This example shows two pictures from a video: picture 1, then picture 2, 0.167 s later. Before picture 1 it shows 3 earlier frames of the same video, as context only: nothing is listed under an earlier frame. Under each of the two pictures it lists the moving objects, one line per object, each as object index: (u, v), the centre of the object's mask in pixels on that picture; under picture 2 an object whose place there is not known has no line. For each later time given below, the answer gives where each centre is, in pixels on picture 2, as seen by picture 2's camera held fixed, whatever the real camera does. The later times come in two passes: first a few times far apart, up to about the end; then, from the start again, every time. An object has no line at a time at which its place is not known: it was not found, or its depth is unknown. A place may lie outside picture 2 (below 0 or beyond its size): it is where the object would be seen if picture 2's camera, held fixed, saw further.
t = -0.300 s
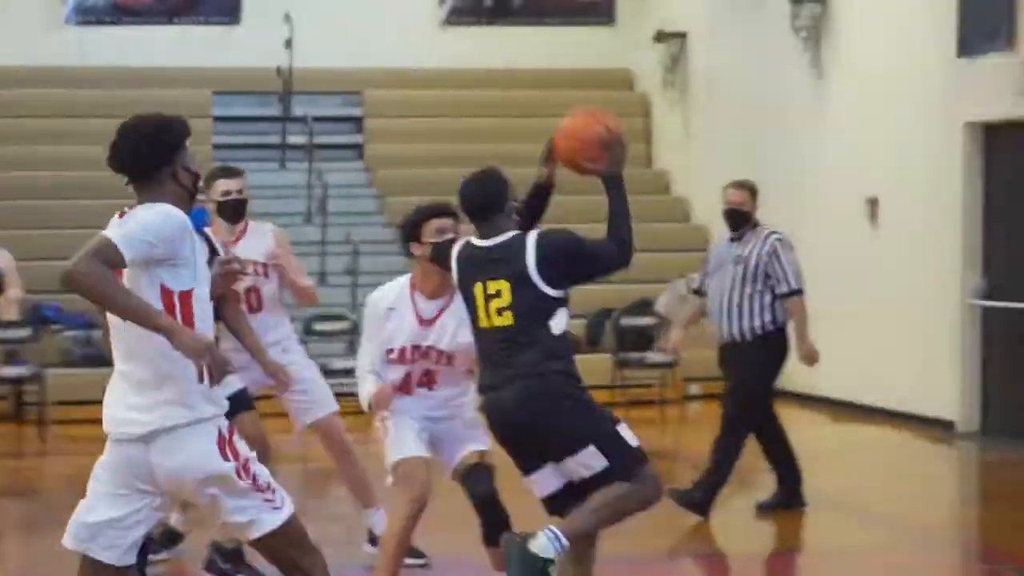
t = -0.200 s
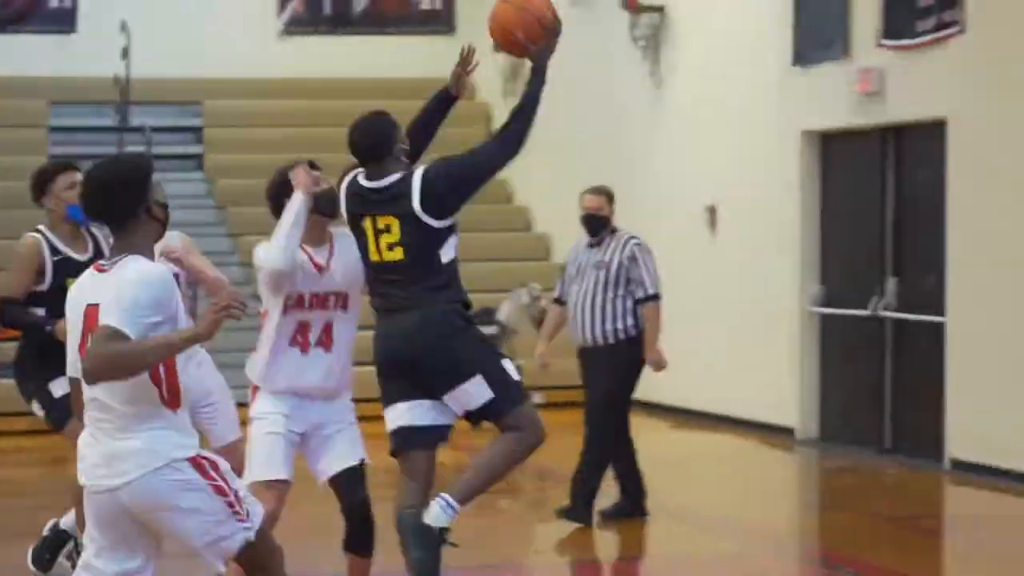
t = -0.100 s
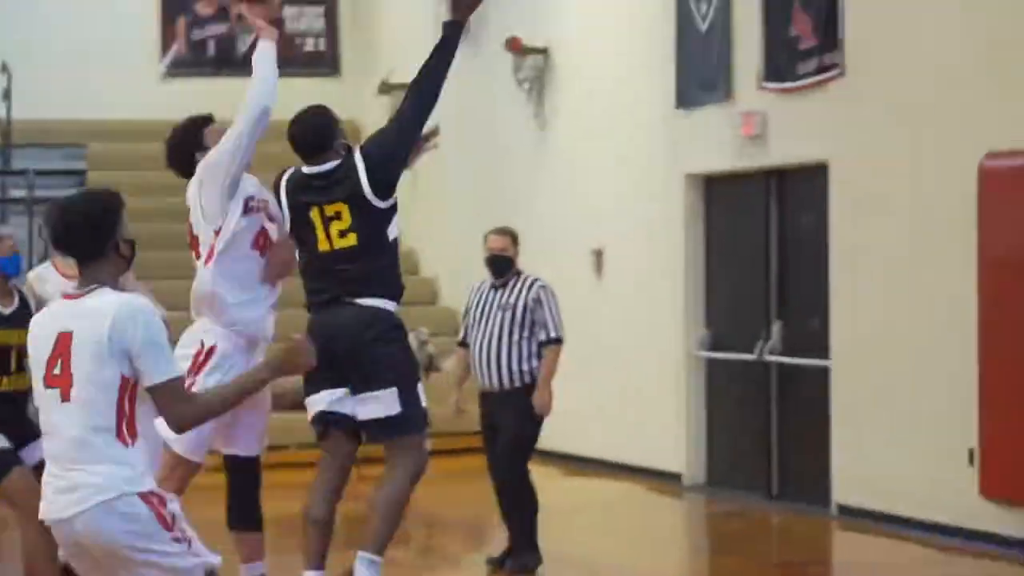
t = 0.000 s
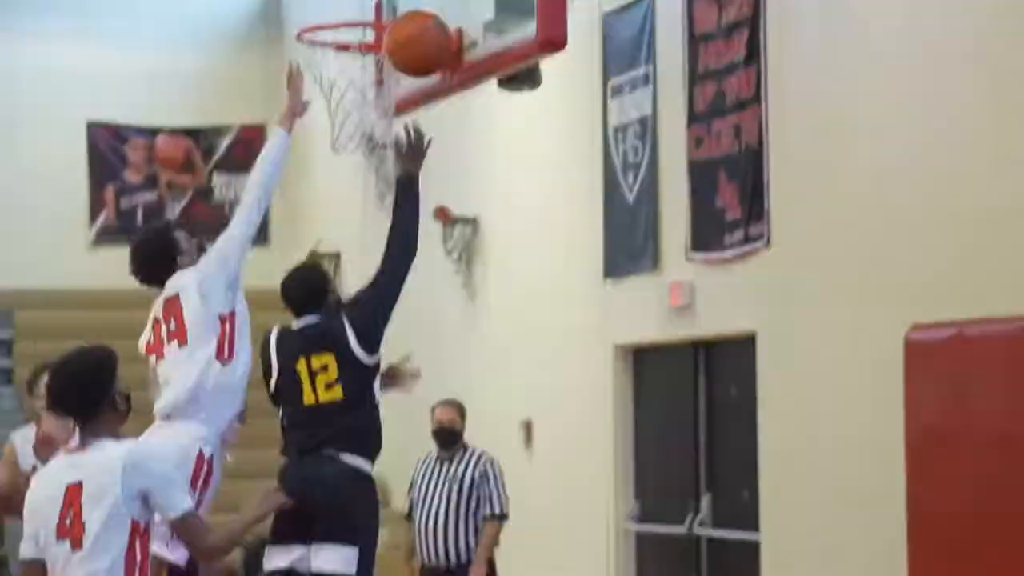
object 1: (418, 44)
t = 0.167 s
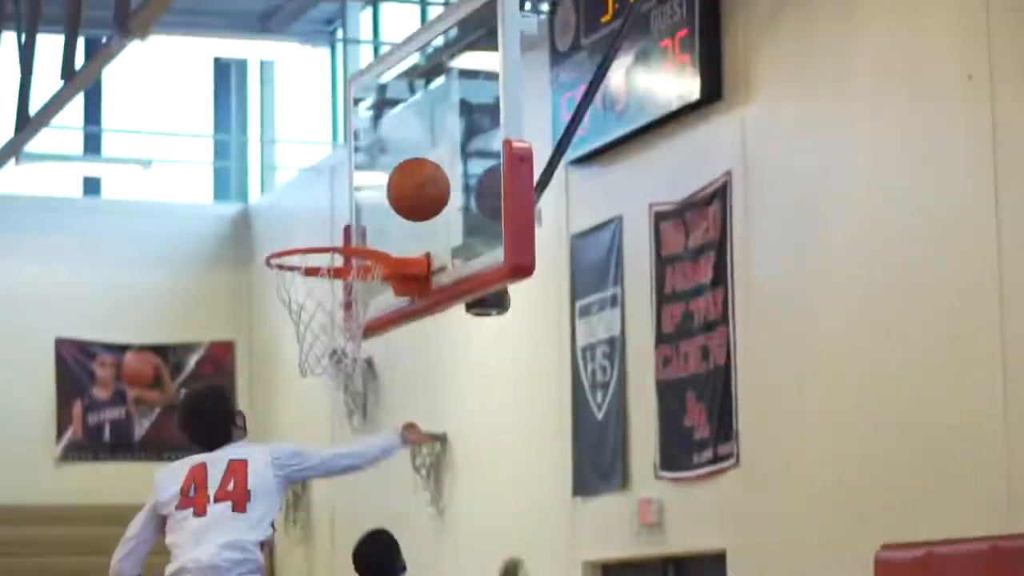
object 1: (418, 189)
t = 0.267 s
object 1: (409, 176)
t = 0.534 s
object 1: (315, 238)
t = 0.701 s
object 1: (309, 346)
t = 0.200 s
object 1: (424, 185)
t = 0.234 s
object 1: (421, 180)
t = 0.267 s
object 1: (409, 176)
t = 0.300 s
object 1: (397, 174)
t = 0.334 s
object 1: (385, 175)
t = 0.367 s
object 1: (374, 179)
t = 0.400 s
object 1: (362, 186)
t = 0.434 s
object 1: (350, 195)
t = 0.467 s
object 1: (338, 207)
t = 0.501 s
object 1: (327, 220)
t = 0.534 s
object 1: (315, 238)
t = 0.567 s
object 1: (303, 259)
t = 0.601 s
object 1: (300, 281)
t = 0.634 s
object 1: (302, 300)
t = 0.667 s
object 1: (305, 322)
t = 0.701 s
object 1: (309, 346)
